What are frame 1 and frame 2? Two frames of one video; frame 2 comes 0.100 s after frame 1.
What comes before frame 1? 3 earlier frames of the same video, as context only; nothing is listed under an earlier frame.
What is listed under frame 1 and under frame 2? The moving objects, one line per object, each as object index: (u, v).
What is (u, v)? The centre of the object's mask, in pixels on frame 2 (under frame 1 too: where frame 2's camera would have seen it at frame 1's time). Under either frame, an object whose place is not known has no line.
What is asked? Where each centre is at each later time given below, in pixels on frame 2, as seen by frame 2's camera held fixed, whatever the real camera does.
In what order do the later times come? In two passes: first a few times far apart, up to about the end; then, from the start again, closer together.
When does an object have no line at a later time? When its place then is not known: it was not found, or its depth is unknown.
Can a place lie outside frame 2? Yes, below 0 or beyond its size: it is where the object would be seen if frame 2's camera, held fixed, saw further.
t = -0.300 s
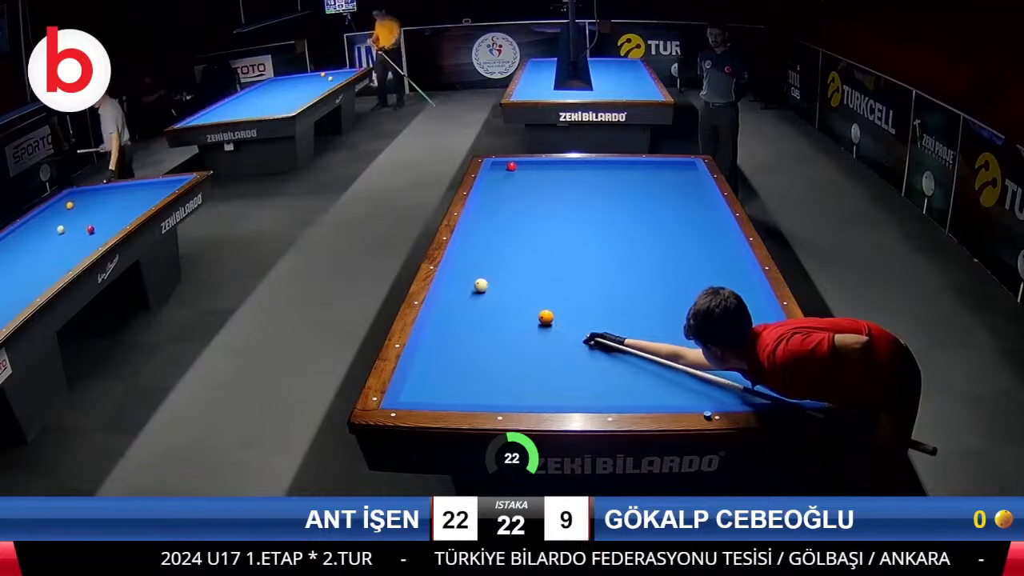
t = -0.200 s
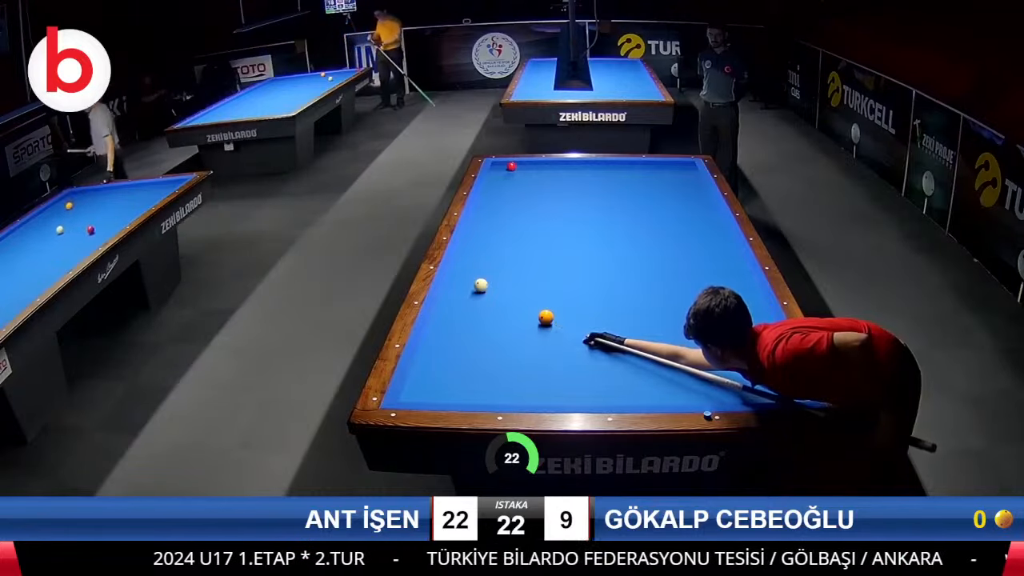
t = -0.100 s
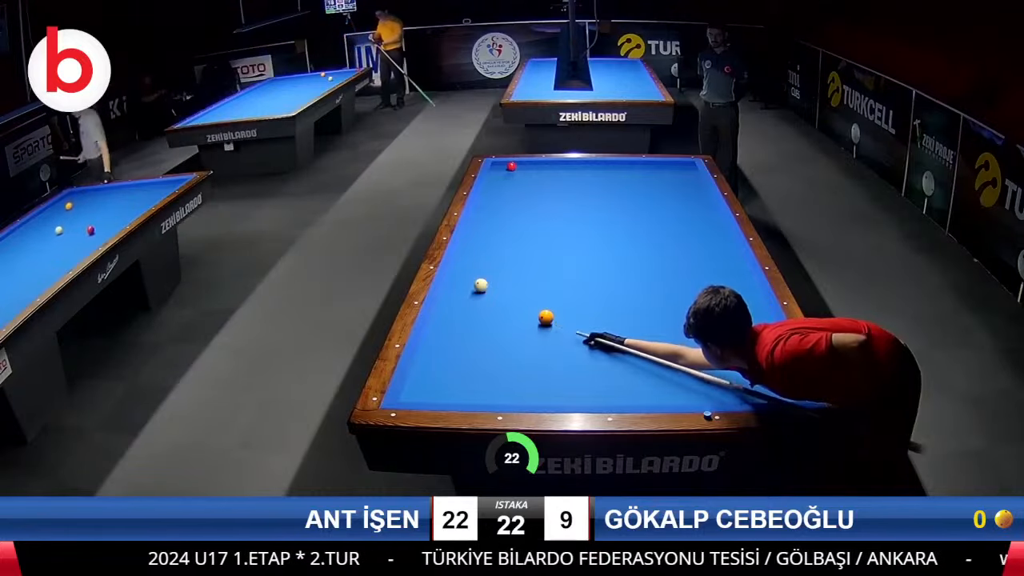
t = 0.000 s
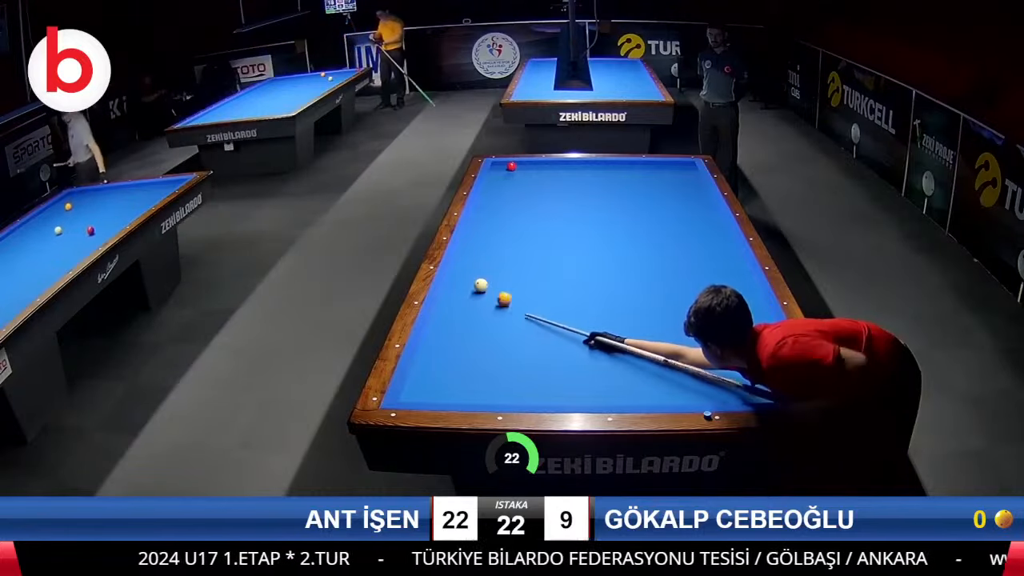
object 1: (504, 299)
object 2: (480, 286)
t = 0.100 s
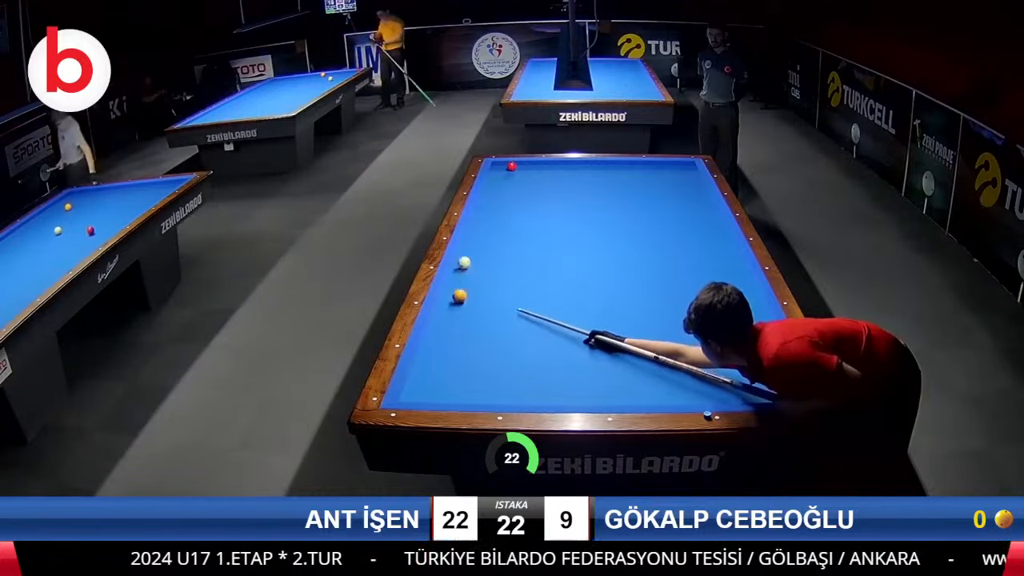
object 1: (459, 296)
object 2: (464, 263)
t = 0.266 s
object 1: (468, 314)
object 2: (504, 228)
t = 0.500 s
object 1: (510, 343)
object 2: (554, 195)
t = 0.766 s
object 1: (565, 383)
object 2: (592, 169)
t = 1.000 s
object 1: (623, 389)
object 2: (628, 172)
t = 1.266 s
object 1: (684, 366)
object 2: (677, 190)
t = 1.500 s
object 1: (731, 348)
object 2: (705, 204)
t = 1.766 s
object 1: (766, 329)
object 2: (685, 221)
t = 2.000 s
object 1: (731, 312)
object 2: (667, 238)
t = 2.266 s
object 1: (698, 295)
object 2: (643, 260)
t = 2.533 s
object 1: (667, 280)
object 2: (616, 286)
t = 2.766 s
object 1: (641, 267)
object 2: (588, 311)
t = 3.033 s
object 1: (615, 254)
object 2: (552, 344)
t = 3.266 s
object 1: (593, 244)
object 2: (514, 377)
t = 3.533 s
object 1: (571, 233)
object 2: (469, 388)
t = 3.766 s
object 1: (552, 224)
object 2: (435, 367)
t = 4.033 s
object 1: (533, 215)
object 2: (443, 348)
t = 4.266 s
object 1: (518, 208)
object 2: (469, 332)
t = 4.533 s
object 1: (501, 201)
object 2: (495, 315)
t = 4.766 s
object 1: (488, 194)
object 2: (517, 302)
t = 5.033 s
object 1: (491, 189)
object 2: (539, 288)
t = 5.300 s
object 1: (501, 184)
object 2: (560, 275)
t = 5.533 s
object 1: (508, 180)
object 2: (576, 265)
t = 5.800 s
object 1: (516, 176)
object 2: (594, 254)
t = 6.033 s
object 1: (523, 172)
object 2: (608, 246)
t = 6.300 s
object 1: (531, 168)
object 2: (622, 237)
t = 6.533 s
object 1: (537, 165)
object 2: (634, 229)
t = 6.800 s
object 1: (542, 163)
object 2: (646, 221)
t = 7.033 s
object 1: (545, 164)
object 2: (656, 215)
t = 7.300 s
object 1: (549, 165)
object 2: (666, 208)
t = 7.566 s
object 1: (552, 167)
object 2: (676, 202)
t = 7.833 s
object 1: (555, 168)
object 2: (684, 197)
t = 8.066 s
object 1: (557, 169)
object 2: (691, 192)
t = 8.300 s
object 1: (559, 171)
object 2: (698, 188)
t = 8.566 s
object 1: (562, 172)
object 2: (699, 184)
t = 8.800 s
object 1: (564, 173)
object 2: (694, 180)
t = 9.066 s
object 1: (566, 174)
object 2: (688, 177)
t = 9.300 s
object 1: (568, 175)
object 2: (683, 174)
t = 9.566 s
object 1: (570, 176)
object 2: (678, 171)
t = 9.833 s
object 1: (571, 177)
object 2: (672, 169)
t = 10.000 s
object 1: (571, 177)
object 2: (669, 167)
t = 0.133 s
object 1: (448, 299)
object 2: (463, 254)
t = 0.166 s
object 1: (448, 302)
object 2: (474, 247)
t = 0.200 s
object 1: (455, 305)
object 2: (485, 241)
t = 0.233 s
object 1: (461, 310)
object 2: (494, 234)
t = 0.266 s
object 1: (468, 314)
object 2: (504, 228)
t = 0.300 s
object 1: (474, 318)
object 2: (512, 223)
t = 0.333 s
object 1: (480, 322)
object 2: (521, 218)
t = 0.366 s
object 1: (485, 326)
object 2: (528, 213)
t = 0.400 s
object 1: (491, 330)
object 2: (535, 208)
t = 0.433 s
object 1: (497, 335)
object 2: (542, 204)
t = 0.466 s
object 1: (503, 339)
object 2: (548, 199)
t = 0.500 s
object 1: (510, 343)
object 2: (554, 195)
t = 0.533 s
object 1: (516, 348)
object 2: (560, 191)
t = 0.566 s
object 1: (523, 353)
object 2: (565, 188)
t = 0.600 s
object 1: (529, 358)
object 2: (570, 184)
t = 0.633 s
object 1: (536, 362)
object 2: (575, 181)
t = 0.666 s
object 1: (543, 368)
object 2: (579, 178)
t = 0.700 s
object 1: (551, 373)
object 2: (584, 175)
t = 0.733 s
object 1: (558, 378)
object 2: (588, 172)
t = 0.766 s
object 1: (565, 383)
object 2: (592, 169)
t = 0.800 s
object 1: (573, 389)
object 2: (597, 166)
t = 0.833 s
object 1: (580, 394)
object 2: (600, 163)
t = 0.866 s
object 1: (588, 397)
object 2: (605, 163)
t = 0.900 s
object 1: (597, 398)
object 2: (611, 165)
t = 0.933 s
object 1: (605, 396)
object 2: (617, 167)
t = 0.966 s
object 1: (614, 393)
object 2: (622, 170)
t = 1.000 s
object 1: (623, 389)
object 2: (628, 172)
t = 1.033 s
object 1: (631, 386)
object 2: (634, 174)
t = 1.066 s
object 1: (639, 383)
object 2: (640, 177)
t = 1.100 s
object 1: (646, 380)
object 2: (646, 179)
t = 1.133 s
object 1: (654, 377)
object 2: (652, 181)
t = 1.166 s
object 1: (662, 374)
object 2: (658, 184)
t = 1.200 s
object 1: (669, 371)
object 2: (664, 185)
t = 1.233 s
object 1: (677, 369)
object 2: (671, 188)
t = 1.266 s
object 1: (684, 366)
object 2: (677, 190)
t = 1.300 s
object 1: (691, 363)
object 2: (683, 192)
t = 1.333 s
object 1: (698, 360)
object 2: (689, 194)
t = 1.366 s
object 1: (705, 358)
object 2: (696, 196)
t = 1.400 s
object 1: (711, 355)
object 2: (702, 198)
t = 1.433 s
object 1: (718, 353)
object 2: (709, 200)
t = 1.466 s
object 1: (724, 350)
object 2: (709, 202)
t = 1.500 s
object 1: (731, 348)
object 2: (705, 204)
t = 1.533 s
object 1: (737, 345)
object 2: (702, 206)
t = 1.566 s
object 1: (743, 343)
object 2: (699, 208)
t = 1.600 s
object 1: (749, 341)
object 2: (697, 210)
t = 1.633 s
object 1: (755, 338)
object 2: (694, 212)
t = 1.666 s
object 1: (760, 336)
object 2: (692, 214)
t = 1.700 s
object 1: (766, 334)
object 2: (690, 217)
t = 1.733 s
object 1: (771, 331)
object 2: (687, 219)
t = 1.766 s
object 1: (766, 329)
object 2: (685, 221)
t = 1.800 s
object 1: (760, 326)
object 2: (682, 223)
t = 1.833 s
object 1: (754, 324)
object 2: (680, 226)
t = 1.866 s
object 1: (749, 321)
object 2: (677, 228)
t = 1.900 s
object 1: (745, 319)
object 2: (675, 230)
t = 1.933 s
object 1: (740, 317)
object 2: (672, 233)
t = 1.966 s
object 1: (736, 315)
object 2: (670, 236)
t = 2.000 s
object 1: (731, 312)
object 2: (667, 238)
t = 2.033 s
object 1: (727, 310)
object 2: (664, 241)
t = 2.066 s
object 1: (723, 308)
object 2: (661, 243)
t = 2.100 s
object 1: (718, 306)
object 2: (658, 246)
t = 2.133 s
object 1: (714, 304)
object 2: (655, 249)
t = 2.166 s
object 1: (710, 301)
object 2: (652, 251)
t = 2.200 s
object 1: (706, 299)
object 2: (649, 254)
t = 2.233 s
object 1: (702, 297)
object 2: (646, 257)
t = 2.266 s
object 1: (698, 295)
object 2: (643, 260)
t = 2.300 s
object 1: (693, 293)
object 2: (640, 263)
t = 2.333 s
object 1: (689, 291)
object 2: (637, 266)
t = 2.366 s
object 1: (686, 289)
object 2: (634, 269)
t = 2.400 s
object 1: (682, 287)
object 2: (630, 272)
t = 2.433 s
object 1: (678, 285)
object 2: (627, 276)
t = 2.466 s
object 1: (674, 283)
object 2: (623, 279)
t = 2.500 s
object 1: (671, 281)
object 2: (619, 282)
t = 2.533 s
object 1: (667, 280)
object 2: (616, 286)
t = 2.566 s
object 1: (663, 278)
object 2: (612, 289)
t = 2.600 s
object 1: (659, 276)
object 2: (608, 293)
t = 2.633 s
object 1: (656, 274)
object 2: (604, 296)
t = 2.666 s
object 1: (652, 272)
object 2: (601, 300)
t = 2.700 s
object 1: (648, 271)
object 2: (596, 303)
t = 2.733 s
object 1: (645, 269)
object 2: (592, 307)
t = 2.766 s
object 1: (641, 267)
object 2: (588, 311)
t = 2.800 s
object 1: (638, 265)
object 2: (584, 315)
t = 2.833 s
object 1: (634, 264)
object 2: (580, 318)
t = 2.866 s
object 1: (631, 262)
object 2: (575, 322)
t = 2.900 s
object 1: (628, 261)
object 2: (571, 326)
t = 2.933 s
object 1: (624, 259)
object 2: (566, 331)
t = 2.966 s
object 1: (621, 257)
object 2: (561, 335)
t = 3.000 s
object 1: (618, 256)
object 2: (556, 339)
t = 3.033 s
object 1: (615, 254)
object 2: (552, 344)
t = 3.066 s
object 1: (612, 253)
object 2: (546, 348)
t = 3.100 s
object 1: (608, 251)
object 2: (542, 353)
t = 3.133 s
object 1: (605, 250)
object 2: (536, 358)
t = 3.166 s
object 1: (602, 248)
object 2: (531, 362)
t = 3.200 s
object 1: (599, 247)
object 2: (526, 367)
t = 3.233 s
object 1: (596, 245)
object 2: (520, 372)
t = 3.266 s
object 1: (593, 244)
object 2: (514, 377)
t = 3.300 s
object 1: (590, 242)
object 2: (509, 382)
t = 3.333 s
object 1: (587, 241)
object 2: (503, 387)
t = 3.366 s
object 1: (584, 240)
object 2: (497, 392)
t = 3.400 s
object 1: (582, 238)
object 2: (491, 396)
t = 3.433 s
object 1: (579, 237)
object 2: (485, 398)
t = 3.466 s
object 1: (576, 236)
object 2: (480, 395)
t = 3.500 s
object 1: (573, 234)
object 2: (475, 392)
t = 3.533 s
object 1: (571, 233)
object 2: (469, 388)
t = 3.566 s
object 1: (568, 232)
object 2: (464, 385)
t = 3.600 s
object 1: (565, 231)
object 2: (459, 382)
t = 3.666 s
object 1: (560, 228)
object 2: (449, 376)
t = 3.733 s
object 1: (555, 226)
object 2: (440, 370)
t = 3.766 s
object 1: (552, 224)
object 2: (435, 367)
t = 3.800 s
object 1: (550, 223)
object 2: (431, 365)
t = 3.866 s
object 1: (545, 221)
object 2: (422, 360)
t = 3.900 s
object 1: (543, 220)
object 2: (427, 357)
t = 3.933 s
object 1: (540, 218)
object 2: (432, 355)
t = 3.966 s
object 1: (538, 218)
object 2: (436, 352)
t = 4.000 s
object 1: (535, 216)
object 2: (439, 350)
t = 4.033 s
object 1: (533, 215)
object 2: (443, 348)
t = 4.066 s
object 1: (531, 214)
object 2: (447, 345)
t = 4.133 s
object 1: (526, 212)
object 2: (455, 341)
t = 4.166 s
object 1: (524, 211)
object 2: (458, 339)
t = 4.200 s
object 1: (522, 210)
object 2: (462, 336)
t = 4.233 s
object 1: (520, 209)
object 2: (465, 334)
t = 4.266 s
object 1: (518, 208)
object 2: (469, 332)
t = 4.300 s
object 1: (516, 207)
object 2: (472, 330)
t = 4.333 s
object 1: (514, 206)
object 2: (476, 328)
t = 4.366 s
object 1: (511, 205)
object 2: (479, 326)
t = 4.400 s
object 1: (510, 204)
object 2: (482, 324)
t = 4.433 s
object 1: (507, 203)
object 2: (486, 322)
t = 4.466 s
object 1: (505, 202)
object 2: (489, 319)
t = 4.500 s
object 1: (504, 201)
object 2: (492, 317)
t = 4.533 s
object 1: (501, 201)
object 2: (495, 315)
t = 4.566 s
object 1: (500, 199)
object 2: (499, 313)
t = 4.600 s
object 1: (498, 199)
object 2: (502, 311)
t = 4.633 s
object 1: (496, 198)
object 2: (505, 310)
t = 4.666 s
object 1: (494, 197)
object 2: (508, 308)
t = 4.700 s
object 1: (492, 196)
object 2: (511, 306)
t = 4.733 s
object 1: (490, 195)
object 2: (514, 304)
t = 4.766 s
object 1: (488, 194)
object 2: (517, 302)
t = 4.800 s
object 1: (487, 194)
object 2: (520, 300)
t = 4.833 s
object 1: (485, 193)
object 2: (523, 299)
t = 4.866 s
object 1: (485, 192)
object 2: (525, 297)
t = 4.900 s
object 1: (487, 191)
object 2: (528, 295)
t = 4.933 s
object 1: (488, 191)
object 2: (531, 294)
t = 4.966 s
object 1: (489, 190)
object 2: (534, 292)
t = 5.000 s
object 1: (490, 189)
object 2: (537, 290)
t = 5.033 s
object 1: (491, 189)
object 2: (539, 288)
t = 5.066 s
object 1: (493, 188)
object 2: (542, 287)
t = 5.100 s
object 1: (494, 187)
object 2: (545, 285)
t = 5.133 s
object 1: (495, 187)
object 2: (547, 283)
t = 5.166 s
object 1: (496, 186)
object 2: (550, 282)
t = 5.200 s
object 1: (497, 186)
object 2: (552, 280)
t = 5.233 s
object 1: (499, 185)
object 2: (555, 279)
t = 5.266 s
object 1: (500, 184)
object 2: (557, 277)
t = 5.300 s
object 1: (501, 184)
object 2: (560, 275)
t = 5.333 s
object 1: (502, 183)
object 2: (563, 274)
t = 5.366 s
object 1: (503, 183)
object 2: (565, 273)
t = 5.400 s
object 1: (504, 182)
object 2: (567, 271)
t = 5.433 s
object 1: (505, 181)
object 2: (570, 270)
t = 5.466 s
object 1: (506, 181)
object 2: (572, 268)
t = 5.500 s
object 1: (507, 180)
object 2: (574, 267)
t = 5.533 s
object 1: (508, 180)
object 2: (576, 265)
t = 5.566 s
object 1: (509, 179)
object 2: (579, 264)
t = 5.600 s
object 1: (510, 178)
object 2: (581, 263)
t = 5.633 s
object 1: (512, 178)
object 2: (583, 261)
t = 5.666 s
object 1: (512, 177)
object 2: (585, 260)
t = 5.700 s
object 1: (514, 177)
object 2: (587, 258)
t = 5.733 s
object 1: (514, 176)
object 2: (590, 257)
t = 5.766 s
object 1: (515, 176)
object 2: (592, 256)
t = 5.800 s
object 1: (516, 176)
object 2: (594, 254)
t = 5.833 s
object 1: (518, 175)
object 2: (596, 253)
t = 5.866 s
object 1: (519, 174)
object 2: (598, 252)
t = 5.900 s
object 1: (519, 174)
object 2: (600, 251)
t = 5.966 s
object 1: (521, 173)
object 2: (604, 248)
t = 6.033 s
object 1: (523, 172)
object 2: (608, 246)
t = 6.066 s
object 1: (524, 172)
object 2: (610, 245)
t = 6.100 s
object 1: (525, 171)
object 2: (611, 243)
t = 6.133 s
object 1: (526, 171)
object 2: (613, 242)
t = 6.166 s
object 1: (527, 170)
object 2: (615, 241)
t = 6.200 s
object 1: (528, 169)
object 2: (617, 240)
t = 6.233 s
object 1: (529, 169)
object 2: (618, 239)
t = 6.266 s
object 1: (530, 169)
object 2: (620, 238)
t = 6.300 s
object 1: (531, 168)
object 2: (622, 237)
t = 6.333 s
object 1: (531, 168)
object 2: (624, 235)
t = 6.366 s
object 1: (532, 167)
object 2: (625, 234)
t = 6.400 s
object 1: (533, 167)
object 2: (627, 233)
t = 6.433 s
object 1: (534, 166)
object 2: (629, 233)
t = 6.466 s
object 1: (535, 166)
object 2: (630, 231)
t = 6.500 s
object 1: (536, 166)
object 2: (632, 230)
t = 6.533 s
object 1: (537, 165)
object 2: (634, 229)
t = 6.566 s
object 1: (537, 165)
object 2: (635, 228)
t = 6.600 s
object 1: (538, 164)
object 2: (637, 227)
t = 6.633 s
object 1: (539, 164)
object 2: (638, 226)
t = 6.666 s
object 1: (540, 164)
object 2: (640, 225)
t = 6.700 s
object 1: (541, 163)
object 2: (641, 224)
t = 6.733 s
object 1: (542, 163)
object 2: (643, 223)
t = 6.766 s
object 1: (542, 163)
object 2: (644, 222)
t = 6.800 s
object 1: (542, 163)
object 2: (646, 221)
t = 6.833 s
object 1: (543, 163)
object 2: (647, 220)
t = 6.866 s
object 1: (543, 163)
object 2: (649, 219)
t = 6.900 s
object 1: (544, 163)
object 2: (650, 219)
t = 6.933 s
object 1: (544, 163)
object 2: (652, 218)
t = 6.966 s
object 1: (544, 163)
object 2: (653, 217)
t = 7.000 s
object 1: (545, 164)
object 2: (654, 216)
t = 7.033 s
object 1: (545, 164)
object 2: (656, 215)
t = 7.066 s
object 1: (546, 164)
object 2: (657, 214)
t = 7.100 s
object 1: (546, 164)
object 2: (658, 213)
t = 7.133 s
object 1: (546, 164)
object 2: (660, 213)
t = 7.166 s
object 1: (547, 165)
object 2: (661, 212)
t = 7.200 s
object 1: (547, 165)
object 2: (662, 211)
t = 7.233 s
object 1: (548, 165)
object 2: (663, 210)
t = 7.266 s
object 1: (548, 165)
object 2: (665, 209)
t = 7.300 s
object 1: (549, 165)
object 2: (666, 208)
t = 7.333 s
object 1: (549, 166)
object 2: (667, 208)
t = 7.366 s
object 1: (549, 166)
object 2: (668, 207)
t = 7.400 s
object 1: (550, 166)
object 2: (670, 206)
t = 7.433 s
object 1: (550, 166)
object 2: (671, 205)
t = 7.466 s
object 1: (551, 166)
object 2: (672, 204)
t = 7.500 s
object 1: (551, 166)
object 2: (673, 204)
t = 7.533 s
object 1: (552, 167)
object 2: (674, 203)
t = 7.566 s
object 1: (552, 167)
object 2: (676, 202)
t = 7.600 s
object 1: (552, 167)
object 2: (677, 202)
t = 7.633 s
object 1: (552, 167)
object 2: (678, 201)
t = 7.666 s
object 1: (553, 167)
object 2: (679, 200)
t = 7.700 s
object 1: (553, 168)
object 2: (680, 199)
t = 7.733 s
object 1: (554, 168)
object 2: (681, 199)
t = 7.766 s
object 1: (554, 168)
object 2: (682, 198)
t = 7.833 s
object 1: (555, 168)
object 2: (684, 197)
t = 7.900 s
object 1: (556, 169)
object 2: (687, 195)
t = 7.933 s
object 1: (556, 169)
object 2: (687, 195)
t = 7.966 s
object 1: (556, 169)
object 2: (689, 194)
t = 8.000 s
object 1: (556, 169)
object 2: (690, 193)
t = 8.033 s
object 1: (557, 169)
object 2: (691, 193)
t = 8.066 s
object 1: (557, 169)
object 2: (691, 192)
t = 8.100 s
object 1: (558, 170)
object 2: (692, 191)
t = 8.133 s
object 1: (558, 170)
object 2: (693, 191)
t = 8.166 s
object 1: (558, 170)
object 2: (694, 190)
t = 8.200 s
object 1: (559, 170)
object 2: (695, 190)
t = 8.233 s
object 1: (559, 170)
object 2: (696, 189)
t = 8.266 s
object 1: (559, 171)
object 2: (697, 188)
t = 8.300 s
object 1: (559, 171)
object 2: (698, 188)
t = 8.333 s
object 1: (560, 171)
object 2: (699, 187)
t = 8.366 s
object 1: (560, 171)
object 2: (700, 187)
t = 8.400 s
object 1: (560, 171)
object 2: (701, 186)
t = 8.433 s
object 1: (561, 171)
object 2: (701, 185)
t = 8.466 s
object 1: (561, 172)
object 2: (701, 185)
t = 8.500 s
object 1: (561, 172)
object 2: (700, 184)
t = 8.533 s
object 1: (562, 172)
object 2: (700, 184)
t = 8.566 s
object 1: (562, 172)
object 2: (699, 184)
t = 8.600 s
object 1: (562, 172)
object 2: (698, 183)
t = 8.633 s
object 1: (563, 172)
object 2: (698, 183)
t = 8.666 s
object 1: (563, 172)
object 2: (697, 182)
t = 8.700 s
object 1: (563, 173)
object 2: (696, 182)
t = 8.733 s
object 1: (563, 173)
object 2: (695, 181)
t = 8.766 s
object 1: (563, 173)
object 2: (695, 181)
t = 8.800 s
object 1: (564, 173)
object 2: (694, 180)
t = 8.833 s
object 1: (565, 173)
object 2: (693, 180)
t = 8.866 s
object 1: (565, 173)
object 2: (692, 180)
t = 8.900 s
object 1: (565, 174)
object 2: (691, 179)
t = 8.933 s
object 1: (565, 174)
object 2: (691, 179)
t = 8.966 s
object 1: (565, 174)
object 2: (690, 178)
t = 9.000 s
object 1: (565, 174)
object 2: (689, 178)
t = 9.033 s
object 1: (566, 174)
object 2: (688, 177)
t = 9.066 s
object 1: (566, 174)
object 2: (688, 177)
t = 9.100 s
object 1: (566, 174)
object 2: (687, 177)
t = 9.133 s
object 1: (567, 175)
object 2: (686, 176)
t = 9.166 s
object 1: (567, 175)
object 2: (686, 176)
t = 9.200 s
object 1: (567, 175)
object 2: (685, 175)
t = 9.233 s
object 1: (567, 175)
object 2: (684, 175)
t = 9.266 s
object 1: (568, 175)
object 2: (684, 175)
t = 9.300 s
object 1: (568, 175)
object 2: (683, 174)
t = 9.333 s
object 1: (568, 175)
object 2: (682, 174)
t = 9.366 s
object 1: (568, 175)
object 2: (682, 174)
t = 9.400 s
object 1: (568, 175)
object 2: (681, 173)
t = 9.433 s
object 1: (569, 175)
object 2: (680, 173)
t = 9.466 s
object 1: (569, 175)
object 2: (679, 173)
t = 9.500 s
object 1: (569, 176)
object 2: (679, 172)
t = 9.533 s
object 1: (569, 176)
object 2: (678, 172)
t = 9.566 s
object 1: (570, 176)
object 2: (678, 171)
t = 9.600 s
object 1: (570, 176)
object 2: (677, 171)
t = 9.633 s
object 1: (570, 176)
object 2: (676, 171)
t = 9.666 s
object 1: (570, 176)
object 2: (676, 170)
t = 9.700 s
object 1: (570, 176)
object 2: (675, 170)
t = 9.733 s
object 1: (570, 176)
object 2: (674, 170)
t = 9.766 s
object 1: (571, 176)
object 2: (674, 170)
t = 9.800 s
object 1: (571, 176)
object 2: (673, 169)
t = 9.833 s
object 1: (571, 177)
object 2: (672, 169)
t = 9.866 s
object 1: (571, 177)
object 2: (672, 169)
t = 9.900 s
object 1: (571, 177)
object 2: (671, 168)
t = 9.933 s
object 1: (571, 177)
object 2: (671, 168)
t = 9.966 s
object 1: (572, 177)
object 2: (670, 168)
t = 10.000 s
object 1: (571, 177)
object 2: (669, 167)
